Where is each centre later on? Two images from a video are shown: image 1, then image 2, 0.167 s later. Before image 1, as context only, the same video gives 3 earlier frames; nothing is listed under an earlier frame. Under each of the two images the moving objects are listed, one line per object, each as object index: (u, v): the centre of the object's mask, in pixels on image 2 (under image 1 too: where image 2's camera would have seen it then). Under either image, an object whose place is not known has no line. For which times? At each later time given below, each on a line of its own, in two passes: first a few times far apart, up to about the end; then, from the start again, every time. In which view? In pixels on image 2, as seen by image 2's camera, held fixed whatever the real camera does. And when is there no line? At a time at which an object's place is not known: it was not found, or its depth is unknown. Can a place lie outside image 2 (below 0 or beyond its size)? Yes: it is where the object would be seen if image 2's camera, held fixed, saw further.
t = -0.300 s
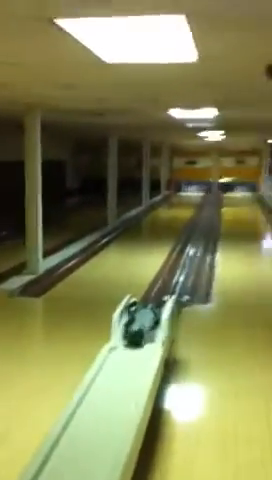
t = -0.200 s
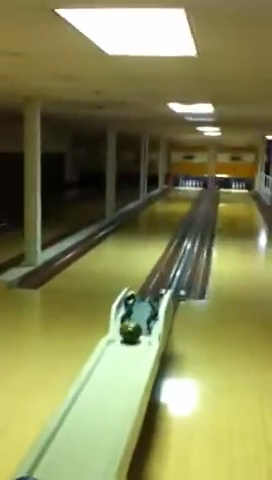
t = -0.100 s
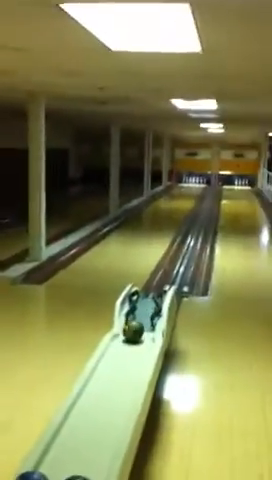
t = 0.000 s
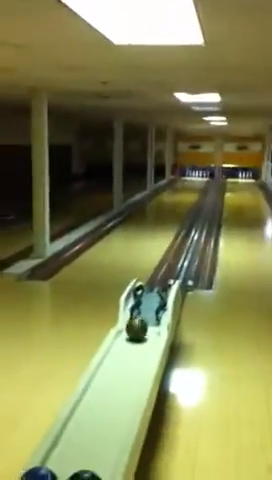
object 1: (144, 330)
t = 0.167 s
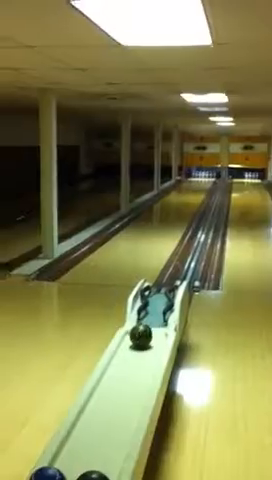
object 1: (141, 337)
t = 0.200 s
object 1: (140, 338)
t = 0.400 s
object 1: (135, 346)
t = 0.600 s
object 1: (131, 356)
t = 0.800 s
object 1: (125, 366)
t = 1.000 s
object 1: (119, 377)
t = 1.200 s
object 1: (112, 390)
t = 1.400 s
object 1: (105, 400)
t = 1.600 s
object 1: (95, 414)
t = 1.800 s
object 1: (83, 431)
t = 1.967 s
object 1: (71, 446)
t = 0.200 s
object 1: (140, 338)
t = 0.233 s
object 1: (139, 340)
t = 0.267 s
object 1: (138, 341)
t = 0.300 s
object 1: (138, 342)
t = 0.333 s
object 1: (137, 343)
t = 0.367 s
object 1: (136, 345)
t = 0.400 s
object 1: (135, 346)
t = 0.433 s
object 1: (135, 348)
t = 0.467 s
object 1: (134, 350)
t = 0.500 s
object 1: (133, 351)
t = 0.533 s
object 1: (132, 353)
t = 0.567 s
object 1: (131, 354)
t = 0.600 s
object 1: (131, 356)
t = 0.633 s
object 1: (130, 357)
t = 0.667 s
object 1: (129, 359)
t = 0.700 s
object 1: (128, 361)
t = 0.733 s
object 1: (127, 362)
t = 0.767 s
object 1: (126, 364)
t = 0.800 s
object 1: (125, 366)
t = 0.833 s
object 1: (124, 368)
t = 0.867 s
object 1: (123, 370)
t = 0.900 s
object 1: (122, 371)
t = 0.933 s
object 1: (121, 373)
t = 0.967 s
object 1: (120, 375)
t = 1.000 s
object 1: (119, 377)
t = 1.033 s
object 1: (118, 379)
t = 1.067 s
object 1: (117, 381)
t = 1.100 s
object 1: (116, 383)
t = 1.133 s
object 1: (114, 385)
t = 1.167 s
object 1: (113, 388)
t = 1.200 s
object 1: (112, 390)
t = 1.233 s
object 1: (111, 392)
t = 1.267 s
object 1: (109, 394)
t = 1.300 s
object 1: (108, 396)
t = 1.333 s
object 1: (107, 396)
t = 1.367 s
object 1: (106, 398)
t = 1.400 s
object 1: (105, 400)
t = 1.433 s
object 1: (103, 402)
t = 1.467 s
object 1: (102, 405)
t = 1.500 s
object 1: (100, 408)
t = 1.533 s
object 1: (98, 410)
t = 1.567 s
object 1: (97, 412)
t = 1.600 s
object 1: (95, 414)
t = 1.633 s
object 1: (93, 417)
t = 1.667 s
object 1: (91, 420)
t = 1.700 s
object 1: (89, 423)
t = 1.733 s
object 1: (87, 425)
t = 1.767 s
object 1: (85, 428)
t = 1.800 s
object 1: (83, 431)
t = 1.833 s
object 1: (81, 434)
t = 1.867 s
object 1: (79, 437)
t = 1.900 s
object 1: (76, 440)
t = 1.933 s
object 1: (74, 443)
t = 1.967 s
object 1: (71, 446)
